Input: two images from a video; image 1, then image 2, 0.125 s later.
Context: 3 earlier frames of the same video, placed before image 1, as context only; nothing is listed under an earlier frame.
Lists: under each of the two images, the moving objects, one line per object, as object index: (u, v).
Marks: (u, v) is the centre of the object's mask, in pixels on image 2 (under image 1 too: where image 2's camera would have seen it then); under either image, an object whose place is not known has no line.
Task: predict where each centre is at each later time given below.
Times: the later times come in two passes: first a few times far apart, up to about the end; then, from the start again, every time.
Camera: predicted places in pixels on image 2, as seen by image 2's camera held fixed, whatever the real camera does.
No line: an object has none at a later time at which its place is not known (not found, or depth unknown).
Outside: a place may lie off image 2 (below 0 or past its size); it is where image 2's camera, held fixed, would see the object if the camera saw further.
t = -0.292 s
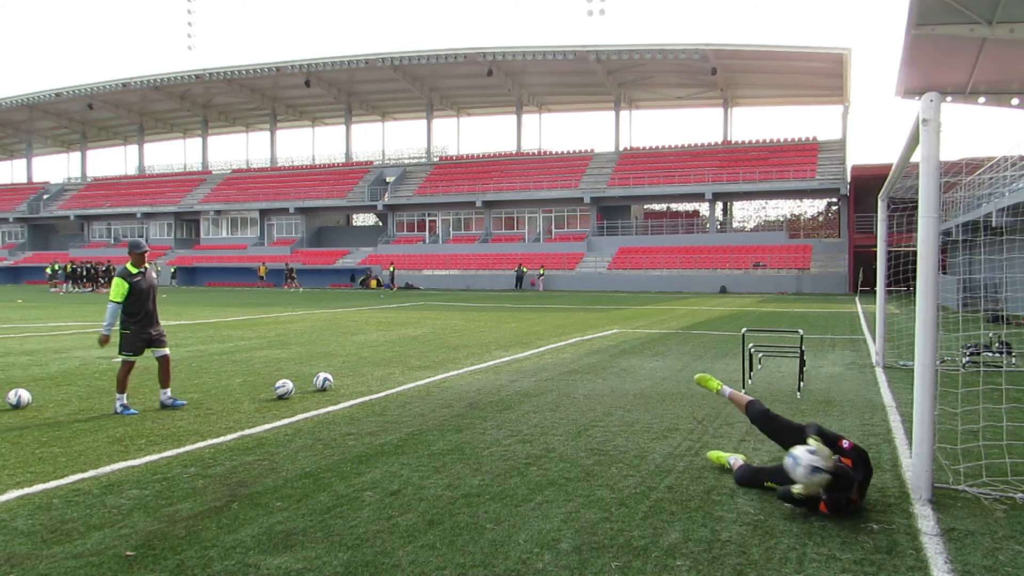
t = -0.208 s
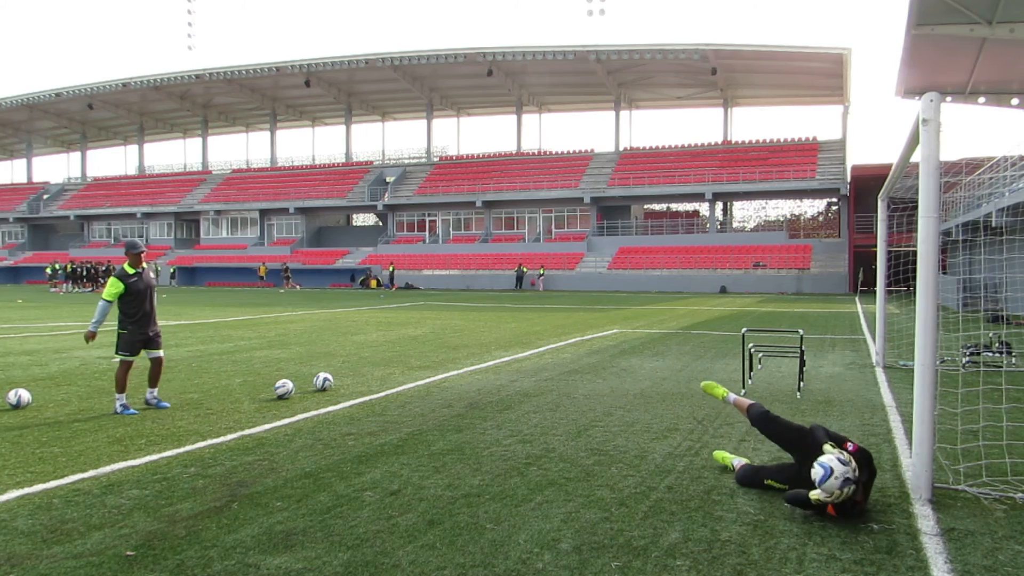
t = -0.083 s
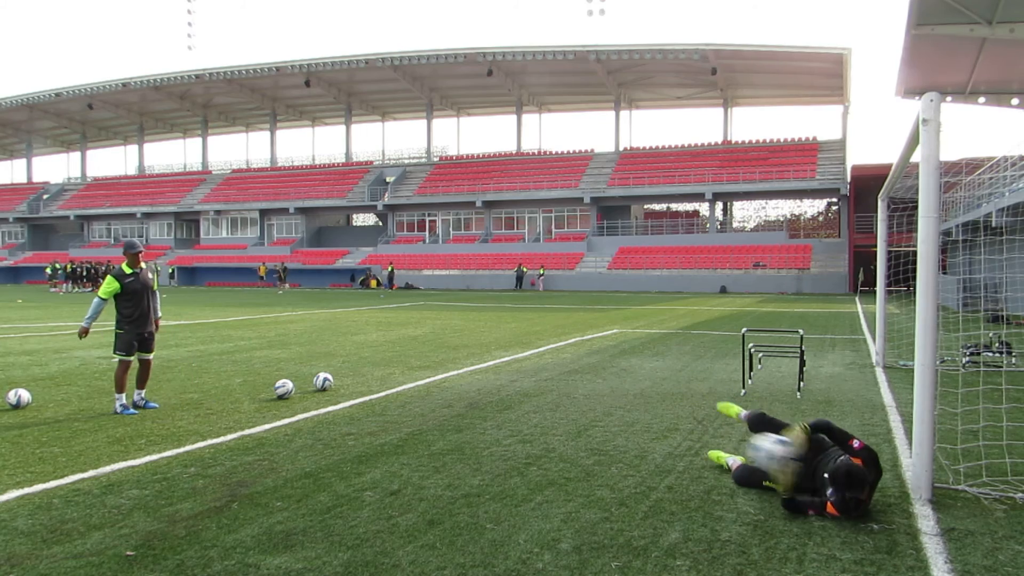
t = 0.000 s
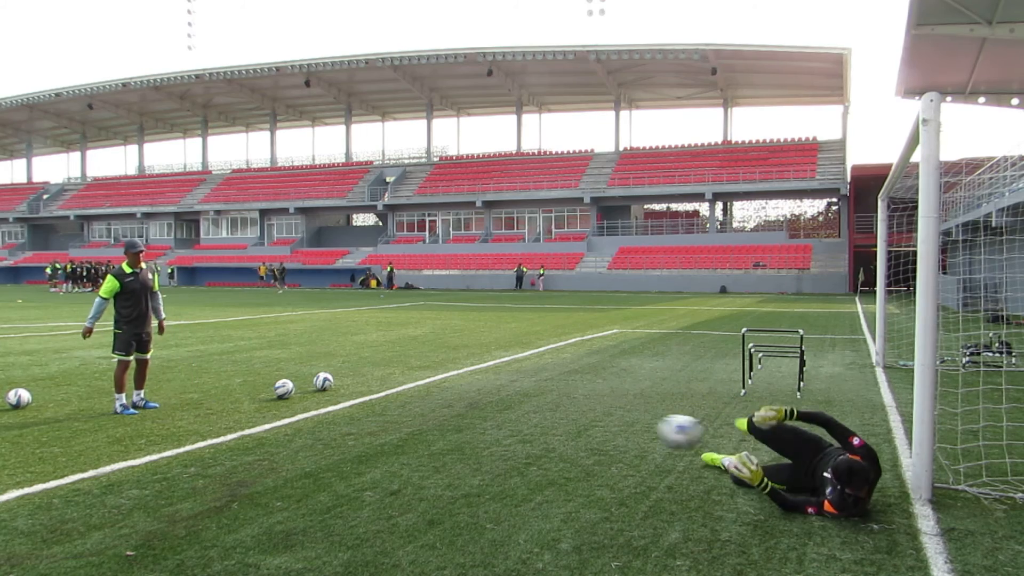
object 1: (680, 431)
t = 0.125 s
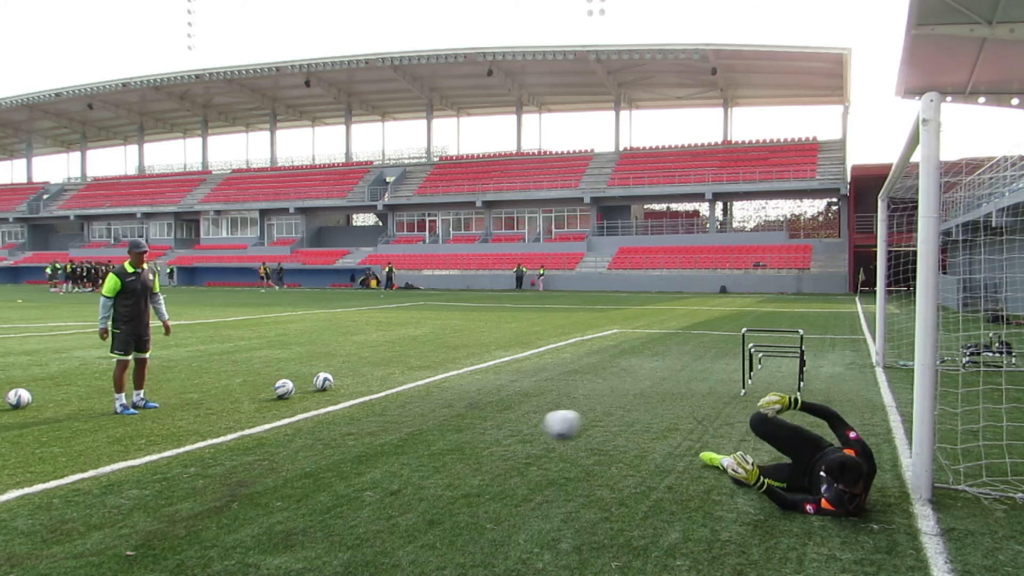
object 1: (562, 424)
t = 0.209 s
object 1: (494, 433)
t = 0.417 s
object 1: (388, 424)
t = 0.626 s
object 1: (321, 421)
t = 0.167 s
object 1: (527, 428)
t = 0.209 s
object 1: (494, 433)
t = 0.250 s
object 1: (464, 441)
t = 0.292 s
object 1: (435, 451)
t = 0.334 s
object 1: (417, 442)
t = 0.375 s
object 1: (402, 432)
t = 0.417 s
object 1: (388, 424)
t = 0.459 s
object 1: (373, 419)
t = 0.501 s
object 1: (360, 417)
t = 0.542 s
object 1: (346, 415)
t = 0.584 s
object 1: (333, 417)
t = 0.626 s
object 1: (321, 421)
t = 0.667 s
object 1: (309, 426)
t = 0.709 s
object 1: (296, 428)
